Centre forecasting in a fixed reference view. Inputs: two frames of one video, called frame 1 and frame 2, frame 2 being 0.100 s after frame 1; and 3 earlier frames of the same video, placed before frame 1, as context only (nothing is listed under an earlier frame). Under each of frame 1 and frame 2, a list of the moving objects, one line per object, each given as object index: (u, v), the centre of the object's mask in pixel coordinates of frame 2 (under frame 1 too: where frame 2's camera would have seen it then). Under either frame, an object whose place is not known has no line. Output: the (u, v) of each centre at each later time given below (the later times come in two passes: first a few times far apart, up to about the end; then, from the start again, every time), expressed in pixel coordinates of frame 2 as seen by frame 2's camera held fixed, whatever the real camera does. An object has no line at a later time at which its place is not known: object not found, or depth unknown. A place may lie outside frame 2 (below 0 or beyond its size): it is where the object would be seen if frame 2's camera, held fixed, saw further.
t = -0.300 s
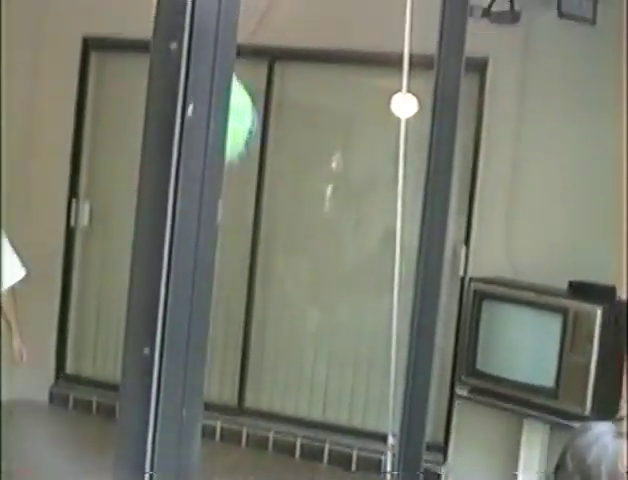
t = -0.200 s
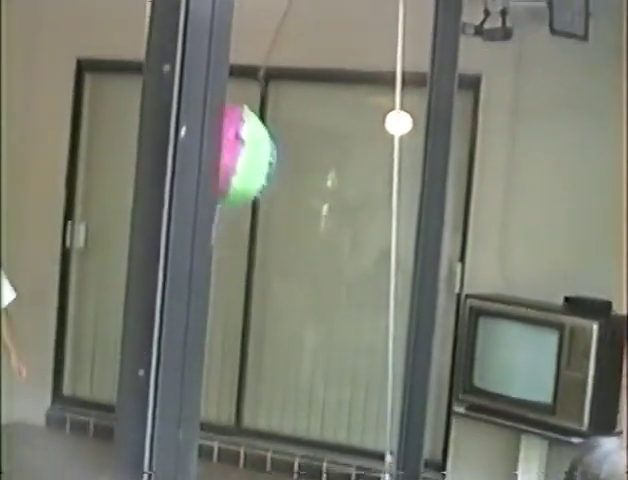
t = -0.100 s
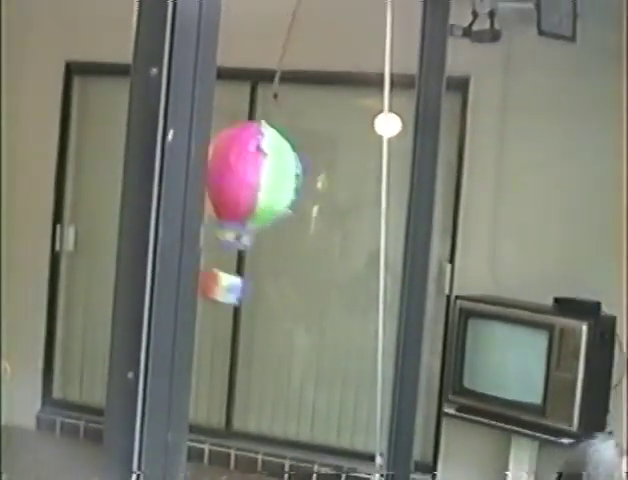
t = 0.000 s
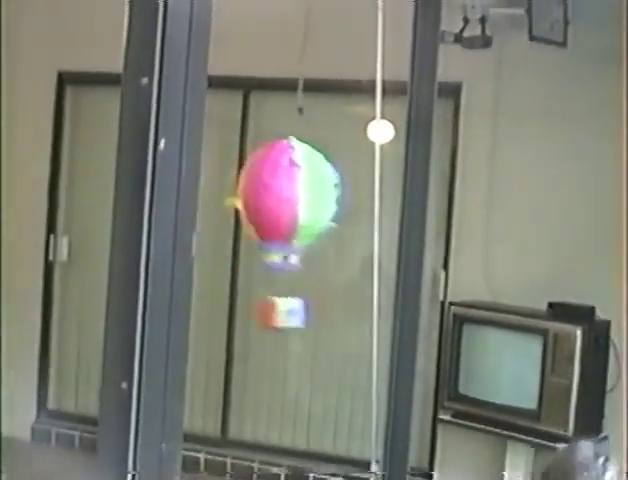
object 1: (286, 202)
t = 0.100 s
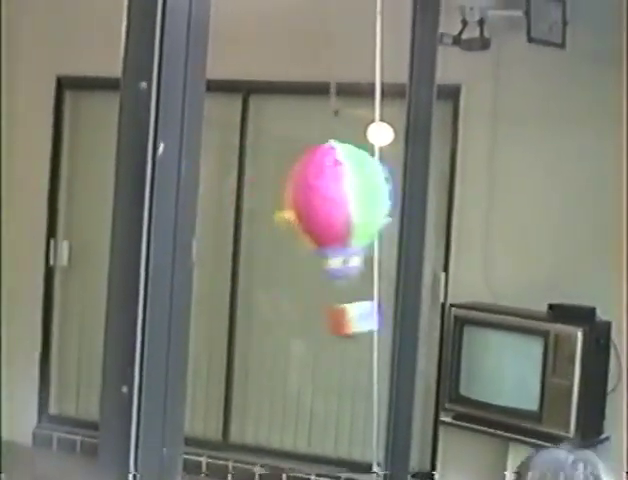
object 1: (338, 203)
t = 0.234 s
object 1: (404, 192)
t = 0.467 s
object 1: (466, 162)
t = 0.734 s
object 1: (435, 179)
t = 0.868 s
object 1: (381, 198)
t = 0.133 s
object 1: (355, 201)
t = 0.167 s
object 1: (371, 198)
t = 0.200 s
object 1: (388, 195)
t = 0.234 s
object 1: (404, 192)
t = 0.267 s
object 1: (418, 186)
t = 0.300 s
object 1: (430, 181)
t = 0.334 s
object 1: (441, 177)
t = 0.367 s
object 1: (450, 171)
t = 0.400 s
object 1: (457, 168)
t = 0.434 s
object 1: (462, 164)
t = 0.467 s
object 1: (466, 162)
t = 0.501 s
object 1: (468, 160)
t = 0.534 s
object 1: (468, 160)
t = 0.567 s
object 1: (466, 161)
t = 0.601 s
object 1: (462, 163)
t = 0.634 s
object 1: (458, 167)
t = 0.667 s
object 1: (451, 171)
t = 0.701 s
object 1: (444, 175)
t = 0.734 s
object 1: (435, 179)
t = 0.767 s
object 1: (424, 184)
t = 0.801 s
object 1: (411, 190)
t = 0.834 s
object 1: (398, 194)
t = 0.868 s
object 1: (381, 198)
